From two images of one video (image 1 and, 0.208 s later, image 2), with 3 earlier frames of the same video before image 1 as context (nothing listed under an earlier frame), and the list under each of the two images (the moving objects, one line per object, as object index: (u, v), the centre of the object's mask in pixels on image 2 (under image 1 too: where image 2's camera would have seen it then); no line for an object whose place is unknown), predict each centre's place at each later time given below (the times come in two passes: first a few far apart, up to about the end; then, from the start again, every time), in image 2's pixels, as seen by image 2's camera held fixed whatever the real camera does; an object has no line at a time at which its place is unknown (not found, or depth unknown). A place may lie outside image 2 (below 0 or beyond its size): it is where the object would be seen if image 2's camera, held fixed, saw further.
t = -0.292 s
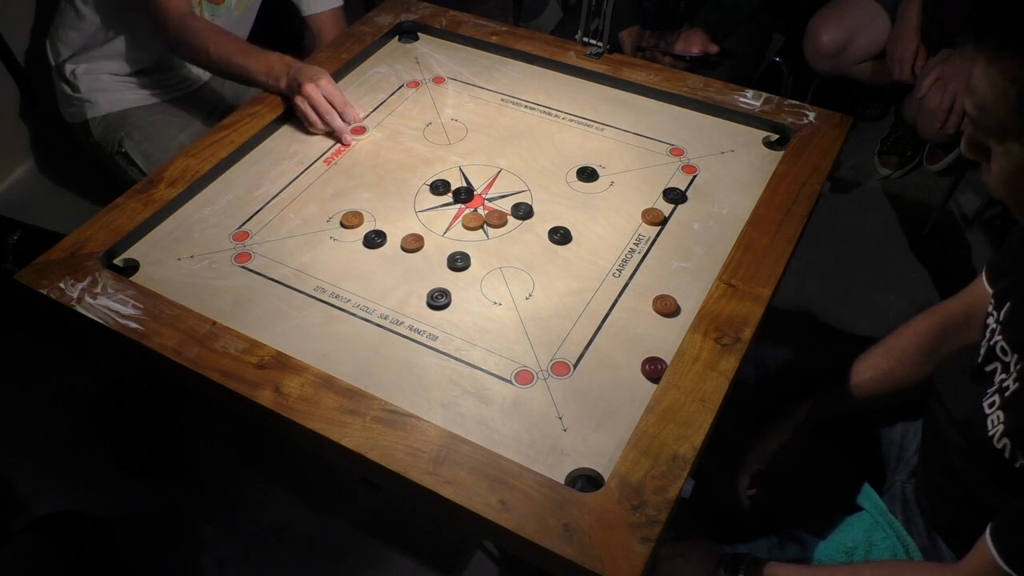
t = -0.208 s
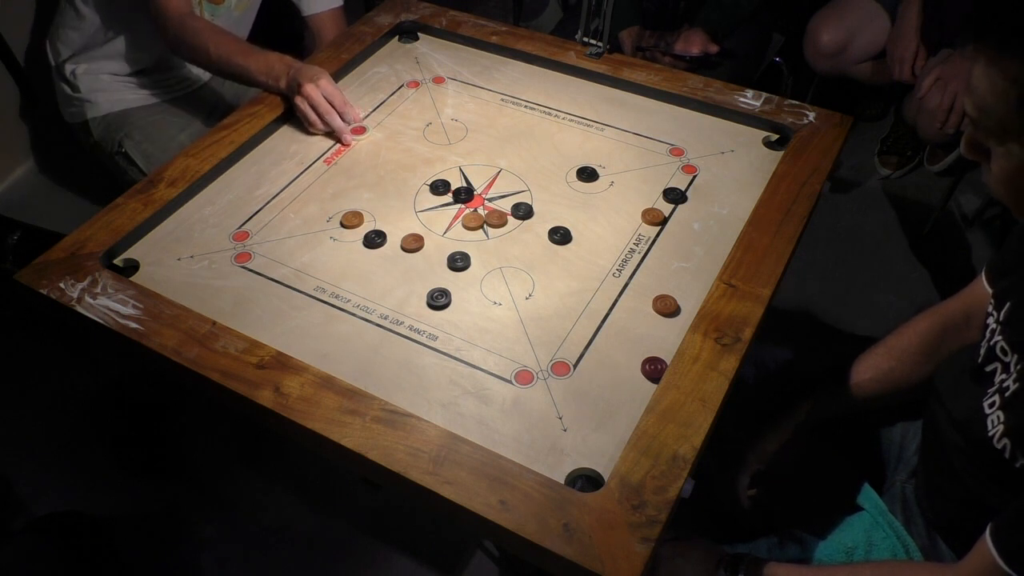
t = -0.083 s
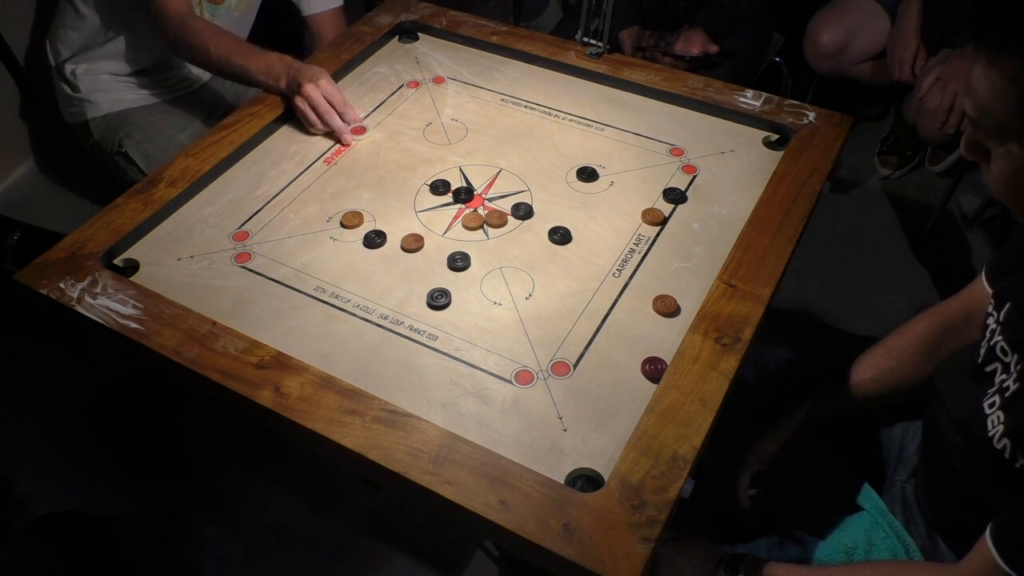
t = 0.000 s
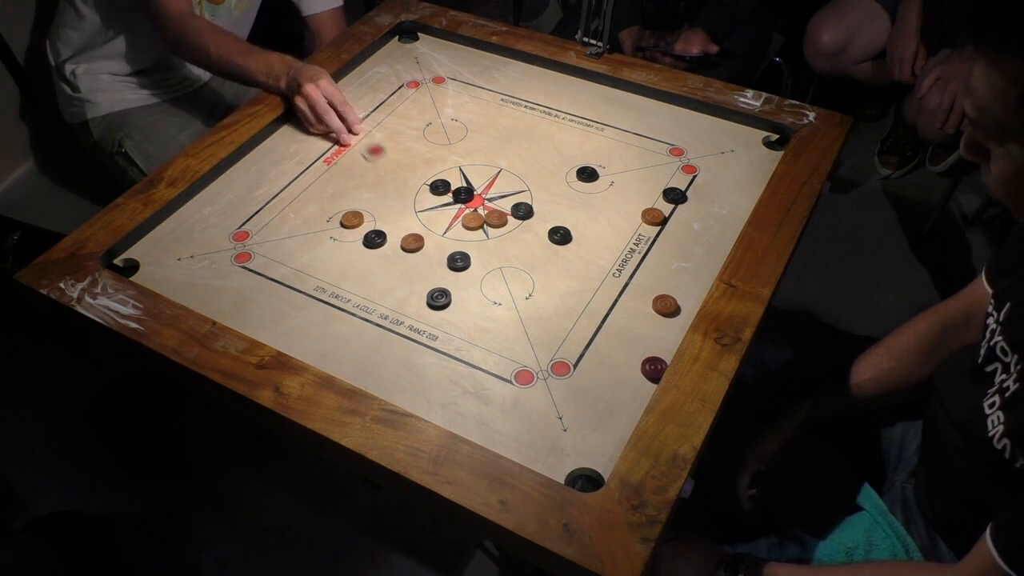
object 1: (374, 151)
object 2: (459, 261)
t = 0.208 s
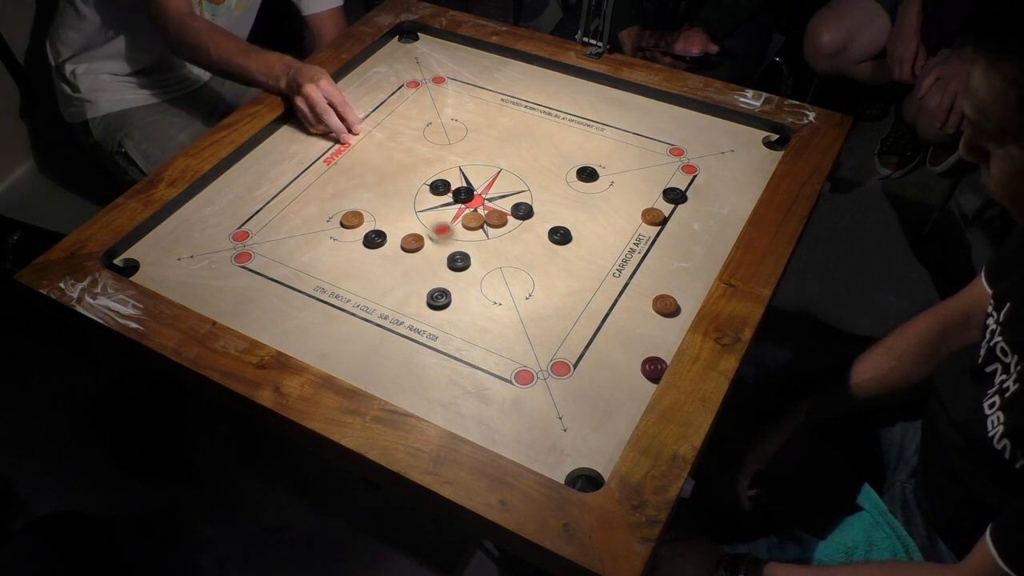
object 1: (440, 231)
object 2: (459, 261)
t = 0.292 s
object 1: (463, 254)
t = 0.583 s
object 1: (514, 296)
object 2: (571, 475)
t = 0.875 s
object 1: (528, 307)
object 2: (581, 441)
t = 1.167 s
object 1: (528, 307)
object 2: (581, 441)
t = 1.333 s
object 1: (528, 307)
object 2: (581, 441)
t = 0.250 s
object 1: (454, 247)
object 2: (462, 268)
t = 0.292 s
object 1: (463, 254)
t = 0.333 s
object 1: (472, 261)
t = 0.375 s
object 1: (481, 268)
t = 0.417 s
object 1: (488, 275)
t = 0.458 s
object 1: (495, 281)
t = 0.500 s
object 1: (502, 287)
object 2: (539, 432)
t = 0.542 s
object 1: (508, 292)
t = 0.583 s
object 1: (514, 296)
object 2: (571, 475)
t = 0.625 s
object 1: (518, 300)
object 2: (590, 475)
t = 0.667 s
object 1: (522, 303)
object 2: (596, 465)
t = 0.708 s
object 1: (525, 305)
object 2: (592, 458)
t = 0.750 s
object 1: (527, 306)
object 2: (588, 452)
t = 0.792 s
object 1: (528, 307)
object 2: (585, 448)
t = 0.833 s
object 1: (528, 307)
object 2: (581, 441)
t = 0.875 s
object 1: (528, 307)
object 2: (581, 441)
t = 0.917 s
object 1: (528, 307)
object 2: (581, 441)
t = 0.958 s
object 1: (528, 307)
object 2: (581, 441)
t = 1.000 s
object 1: (528, 307)
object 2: (581, 441)
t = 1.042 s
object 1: (528, 307)
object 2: (581, 441)
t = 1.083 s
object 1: (528, 307)
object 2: (581, 441)
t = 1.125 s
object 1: (528, 307)
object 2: (581, 441)
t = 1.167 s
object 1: (528, 307)
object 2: (581, 441)
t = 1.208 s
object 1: (528, 307)
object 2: (581, 441)
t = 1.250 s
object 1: (528, 307)
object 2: (581, 441)
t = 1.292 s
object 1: (528, 307)
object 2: (581, 441)
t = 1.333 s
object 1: (528, 307)
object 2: (581, 441)
